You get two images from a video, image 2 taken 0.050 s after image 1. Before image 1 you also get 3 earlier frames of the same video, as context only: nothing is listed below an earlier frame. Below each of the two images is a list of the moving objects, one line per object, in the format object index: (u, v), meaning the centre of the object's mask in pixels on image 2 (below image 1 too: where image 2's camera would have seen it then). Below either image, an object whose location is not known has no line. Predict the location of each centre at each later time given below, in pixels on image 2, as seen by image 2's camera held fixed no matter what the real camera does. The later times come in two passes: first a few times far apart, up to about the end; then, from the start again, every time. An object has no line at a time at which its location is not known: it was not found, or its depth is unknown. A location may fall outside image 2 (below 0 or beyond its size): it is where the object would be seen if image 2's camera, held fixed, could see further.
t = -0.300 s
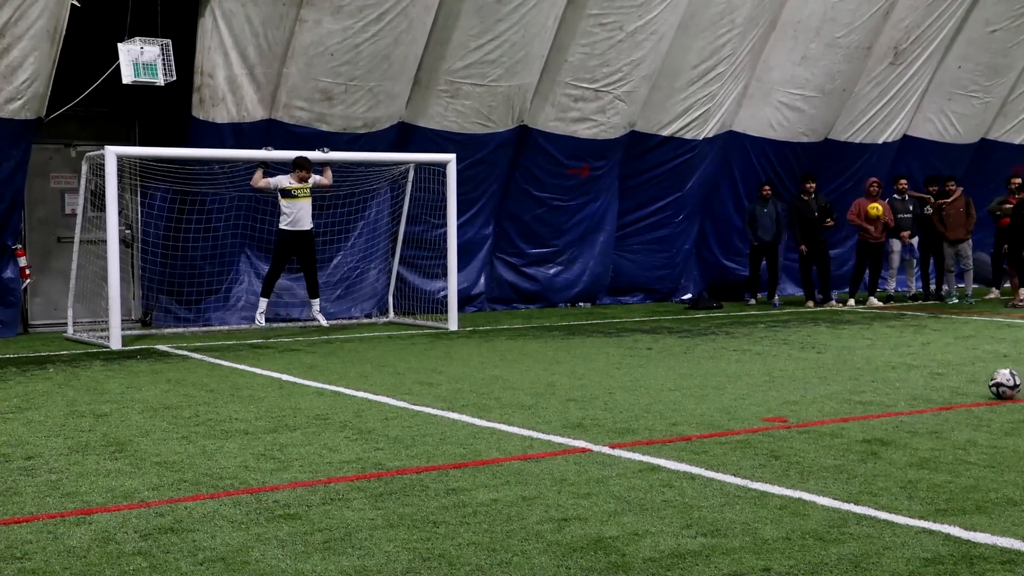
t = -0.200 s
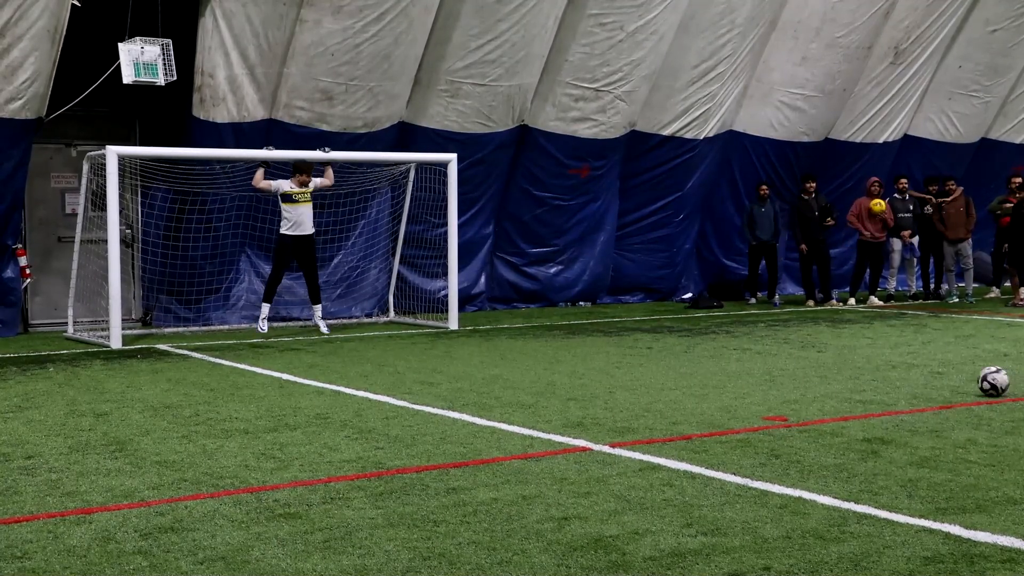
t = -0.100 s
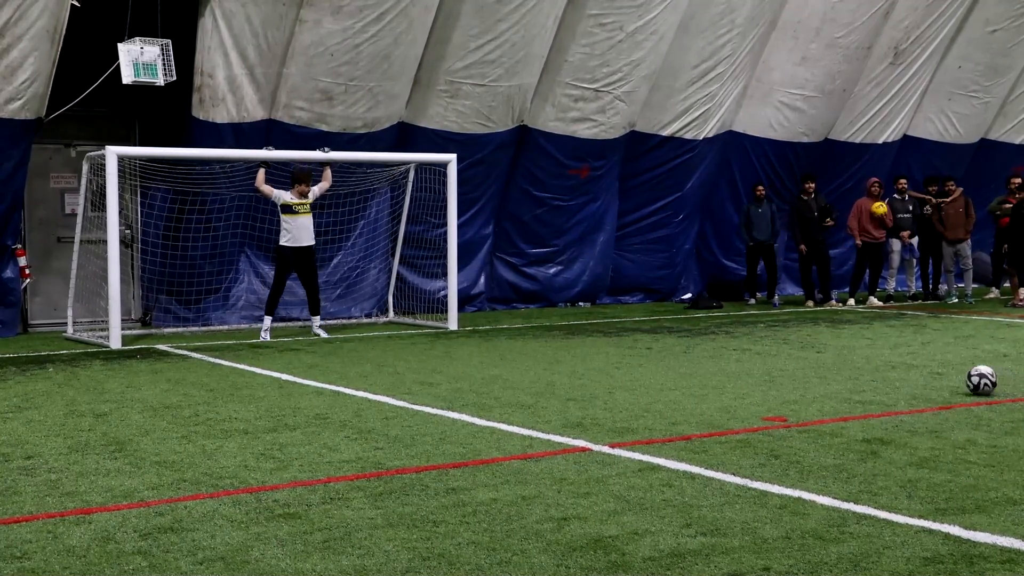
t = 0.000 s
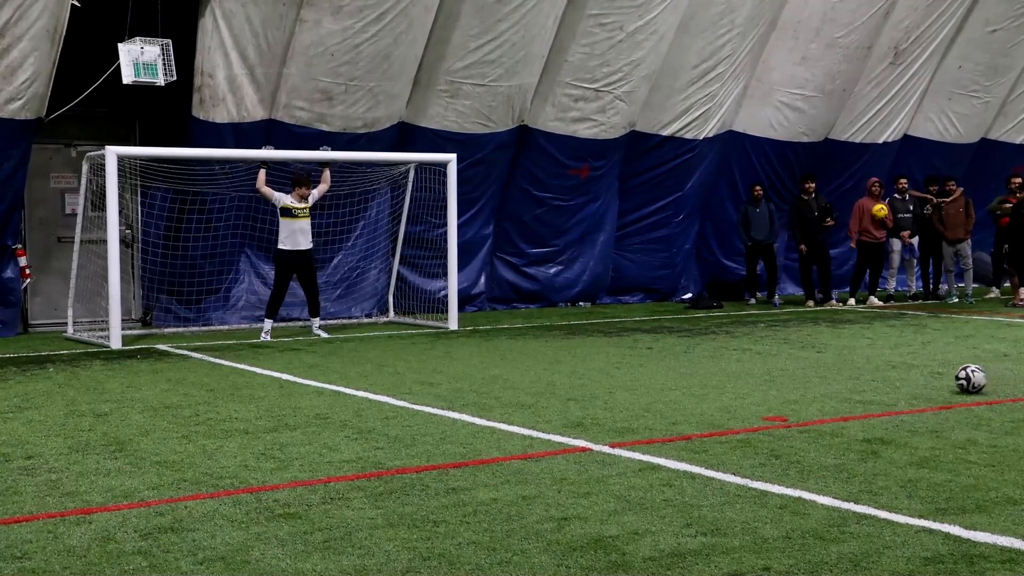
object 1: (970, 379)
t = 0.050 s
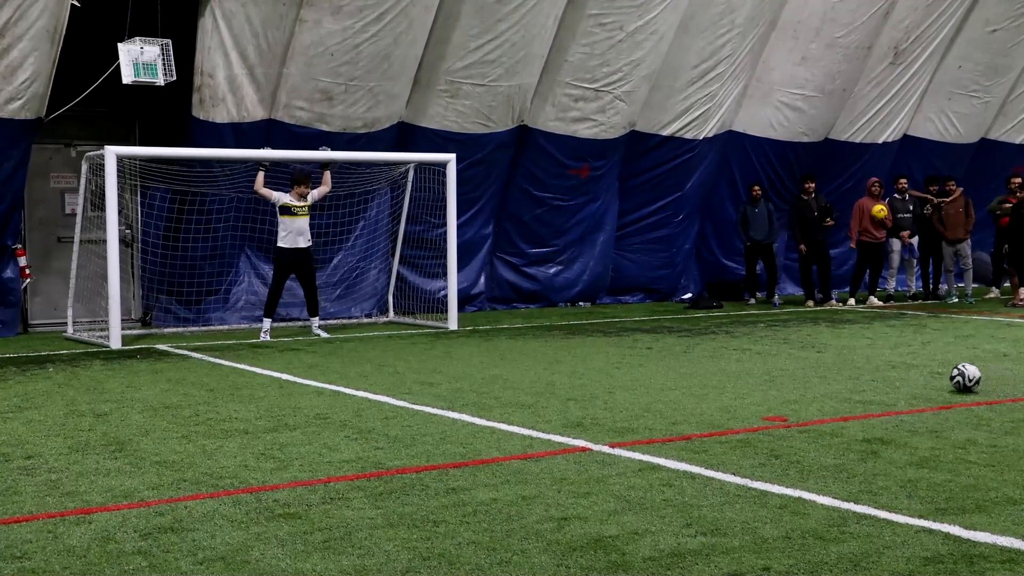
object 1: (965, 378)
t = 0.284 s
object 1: (943, 374)
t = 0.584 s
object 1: (920, 370)
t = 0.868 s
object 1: (902, 368)
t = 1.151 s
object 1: (887, 365)
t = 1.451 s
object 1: (876, 362)
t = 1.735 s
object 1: (868, 361)
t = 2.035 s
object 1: (862, 359)
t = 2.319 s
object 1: (858, 358)
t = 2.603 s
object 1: (854, 358)
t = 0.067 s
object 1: (963, 377)
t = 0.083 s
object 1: (962, 377)
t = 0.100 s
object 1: (960, 377)
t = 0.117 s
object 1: (959, 377)
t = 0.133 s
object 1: (957, 376)
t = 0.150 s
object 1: (955, 376)
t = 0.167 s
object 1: (954, 376)
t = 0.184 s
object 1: (952, 376)
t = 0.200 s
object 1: (951, 376)
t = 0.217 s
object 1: (949, 375)
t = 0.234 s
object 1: (948, 375)
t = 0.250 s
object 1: (946, 375)
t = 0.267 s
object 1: (945, 374)
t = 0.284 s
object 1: (943, 374)
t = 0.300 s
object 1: (942, 374)
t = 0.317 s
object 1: (941, 373)
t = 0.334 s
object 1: (939, 373)
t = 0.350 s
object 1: (938, 373)
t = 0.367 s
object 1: (936, 373)
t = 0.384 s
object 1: (935, 373)
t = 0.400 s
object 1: (934, 373)
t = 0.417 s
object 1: (932, 372)
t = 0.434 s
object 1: (931, 372)
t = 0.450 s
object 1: (930, 372)
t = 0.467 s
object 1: (929, 372)
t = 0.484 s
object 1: (927, 372)
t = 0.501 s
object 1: (926, 371)
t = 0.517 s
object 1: (925, 371)
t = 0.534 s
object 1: (924, 371)
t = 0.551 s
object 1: (923, 371)
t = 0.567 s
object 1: (921, 371)
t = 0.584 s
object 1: (920, 370)
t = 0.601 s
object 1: (919, 370)
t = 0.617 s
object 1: (918, 370)
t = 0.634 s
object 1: (917, 370)
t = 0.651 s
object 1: (915, 370)
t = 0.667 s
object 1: (914, 369)
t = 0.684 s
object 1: (913, 369)
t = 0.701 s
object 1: (912, 369)
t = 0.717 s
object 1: (911, 369)
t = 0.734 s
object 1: (910, 368)
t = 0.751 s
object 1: (909, 368)
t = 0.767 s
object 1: (908, 368)
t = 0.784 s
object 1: (907, 368)
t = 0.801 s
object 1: (906, 368)
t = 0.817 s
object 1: (905, 368)
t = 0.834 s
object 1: (904, 368)
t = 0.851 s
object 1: (903, 368)
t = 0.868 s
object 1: (902, 368)
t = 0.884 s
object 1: (901, 367)
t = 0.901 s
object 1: (900, 367)
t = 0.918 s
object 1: (899, 367)
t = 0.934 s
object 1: (898, 367)
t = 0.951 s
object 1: (897, 366)
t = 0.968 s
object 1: (896, 366)
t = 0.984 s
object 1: (895, 366)
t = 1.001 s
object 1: (894, 366)
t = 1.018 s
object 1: (894, 366)
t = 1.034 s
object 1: (893, 366)
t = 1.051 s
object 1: (892, 365)
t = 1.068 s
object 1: (891, 365)
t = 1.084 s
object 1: (890, 365)
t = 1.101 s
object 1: (889, 365)
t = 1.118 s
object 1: (889, 365)
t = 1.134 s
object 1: (888, 365)
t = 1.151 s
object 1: (887, 365)
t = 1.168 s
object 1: (886, 364)
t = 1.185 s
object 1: (886, 364)
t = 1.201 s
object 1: (885, 364)
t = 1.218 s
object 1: (884, 364)
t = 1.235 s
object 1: (884, 364)
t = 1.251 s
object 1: (883, 364)
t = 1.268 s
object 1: (882, 363)
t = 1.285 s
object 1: (882, 363)
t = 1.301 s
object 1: (881, 363)
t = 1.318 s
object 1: (881, 363)
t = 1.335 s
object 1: (880, 363)
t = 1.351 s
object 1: (880, 363)
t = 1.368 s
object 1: (879, 363)
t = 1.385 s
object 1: (878, 363)
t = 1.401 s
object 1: (878, 363)
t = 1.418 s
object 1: (877, 363)
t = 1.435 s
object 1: (877, 362)
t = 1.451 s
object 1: (876, 362)
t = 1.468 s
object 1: (876, 362)
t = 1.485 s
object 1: (875, 362)
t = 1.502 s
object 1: (875, 362)
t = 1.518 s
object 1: (874, 362)
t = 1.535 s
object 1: (874, 362)
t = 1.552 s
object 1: (873, 362)
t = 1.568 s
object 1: (873, 362)
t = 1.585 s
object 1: (872, 362)
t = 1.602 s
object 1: (872, 362)
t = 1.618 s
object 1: (871, 361)
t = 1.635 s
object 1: (871, 361)
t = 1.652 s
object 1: (870, 361)
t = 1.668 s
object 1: (870, 361)
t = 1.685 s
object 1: (870, 361)
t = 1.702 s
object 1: (869, 361)
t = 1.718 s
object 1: (869, 361)
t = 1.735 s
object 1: (868, 361)
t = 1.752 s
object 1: (868, 360)
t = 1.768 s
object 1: (868, 360)
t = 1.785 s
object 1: (867, 360)
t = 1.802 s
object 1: (867, 360)
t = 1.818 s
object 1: (866, 360)
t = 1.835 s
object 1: (866, 360)
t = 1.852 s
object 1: (866, 360)
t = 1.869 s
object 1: (865, 360)
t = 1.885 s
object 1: (865, 360)
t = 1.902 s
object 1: (864, 360)
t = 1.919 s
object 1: (864, 360)
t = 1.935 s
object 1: (864, 360)
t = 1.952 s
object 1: (863, 360)
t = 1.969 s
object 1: (863, 359)
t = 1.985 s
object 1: (863, 359)
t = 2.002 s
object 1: (862, 360)
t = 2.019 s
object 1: (862, 359)
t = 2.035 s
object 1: (862, 359)
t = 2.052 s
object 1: (861, 359)
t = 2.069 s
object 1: (861, 359)
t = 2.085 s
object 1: (861, 359)
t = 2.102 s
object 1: (861, 359)
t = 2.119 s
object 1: (860, 359)
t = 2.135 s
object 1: (860, 359)
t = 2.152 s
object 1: (860, 359)
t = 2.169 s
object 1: (860, 359)
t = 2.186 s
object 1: (859, 359)
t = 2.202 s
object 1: (859, 359)
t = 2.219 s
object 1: (859, 359)
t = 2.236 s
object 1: (859, 359)
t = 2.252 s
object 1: (859, 359)
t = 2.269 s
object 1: (858, 358)
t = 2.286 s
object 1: (858, 359)
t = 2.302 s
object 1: (858, 359)
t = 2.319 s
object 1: (858, 358)
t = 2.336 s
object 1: (858, 358)
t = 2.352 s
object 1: (857, 358)
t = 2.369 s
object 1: (857, 358)
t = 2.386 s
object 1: (857, 358)
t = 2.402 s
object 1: (857, 358)
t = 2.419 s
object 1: (857, 358)
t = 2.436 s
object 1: (856, 358)
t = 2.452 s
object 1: (856, 358)
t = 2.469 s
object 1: (856, 358)
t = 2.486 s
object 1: (856, 358)
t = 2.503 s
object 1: (856, 358)
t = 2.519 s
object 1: (855, 358)
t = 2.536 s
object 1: (855, 358)
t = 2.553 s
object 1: (855, 358)
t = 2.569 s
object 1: (855, 358)
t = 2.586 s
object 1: (855, 358)
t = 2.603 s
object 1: (854, 358)
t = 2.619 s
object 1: (854, 358)
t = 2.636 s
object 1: (854, 358)
